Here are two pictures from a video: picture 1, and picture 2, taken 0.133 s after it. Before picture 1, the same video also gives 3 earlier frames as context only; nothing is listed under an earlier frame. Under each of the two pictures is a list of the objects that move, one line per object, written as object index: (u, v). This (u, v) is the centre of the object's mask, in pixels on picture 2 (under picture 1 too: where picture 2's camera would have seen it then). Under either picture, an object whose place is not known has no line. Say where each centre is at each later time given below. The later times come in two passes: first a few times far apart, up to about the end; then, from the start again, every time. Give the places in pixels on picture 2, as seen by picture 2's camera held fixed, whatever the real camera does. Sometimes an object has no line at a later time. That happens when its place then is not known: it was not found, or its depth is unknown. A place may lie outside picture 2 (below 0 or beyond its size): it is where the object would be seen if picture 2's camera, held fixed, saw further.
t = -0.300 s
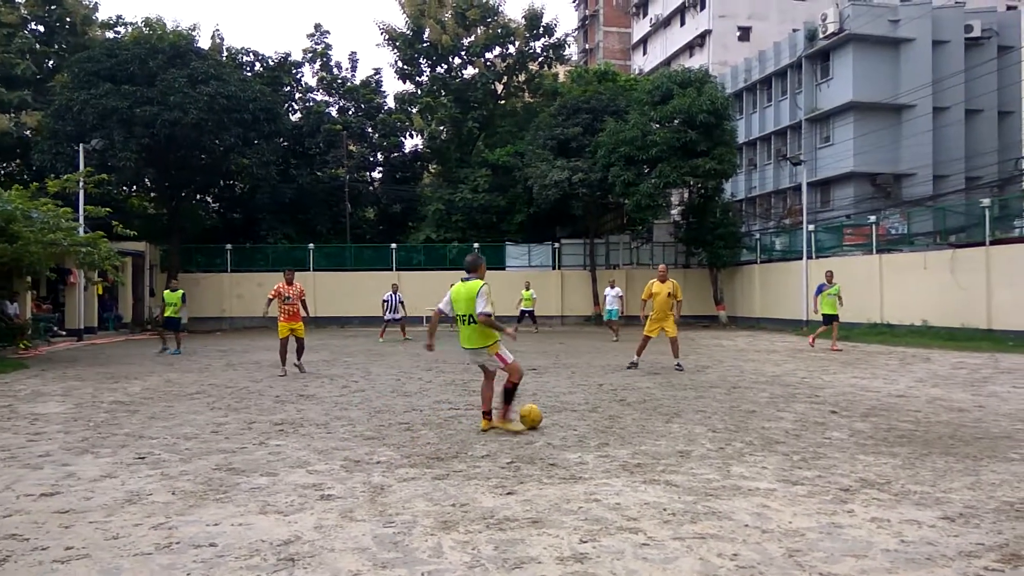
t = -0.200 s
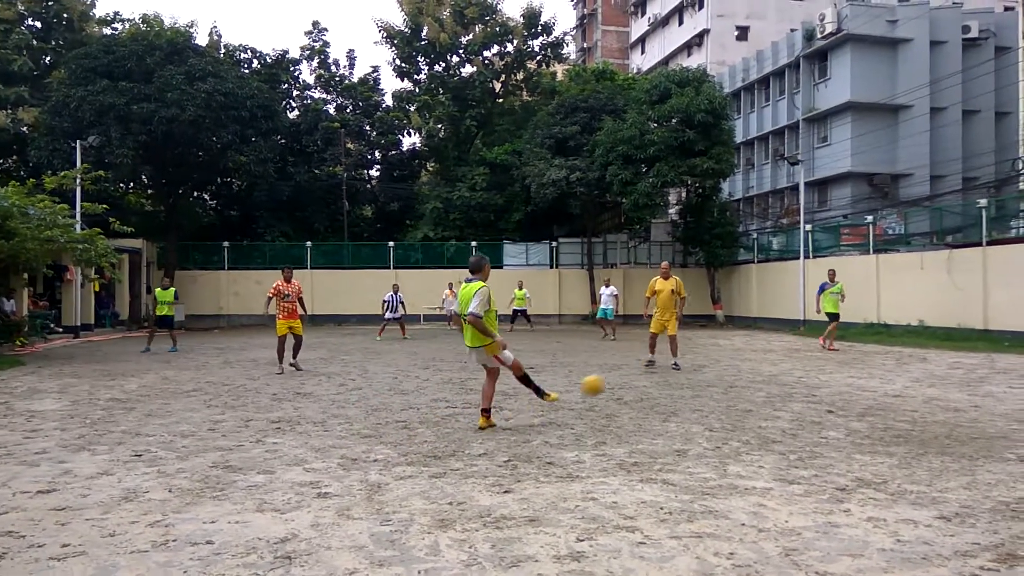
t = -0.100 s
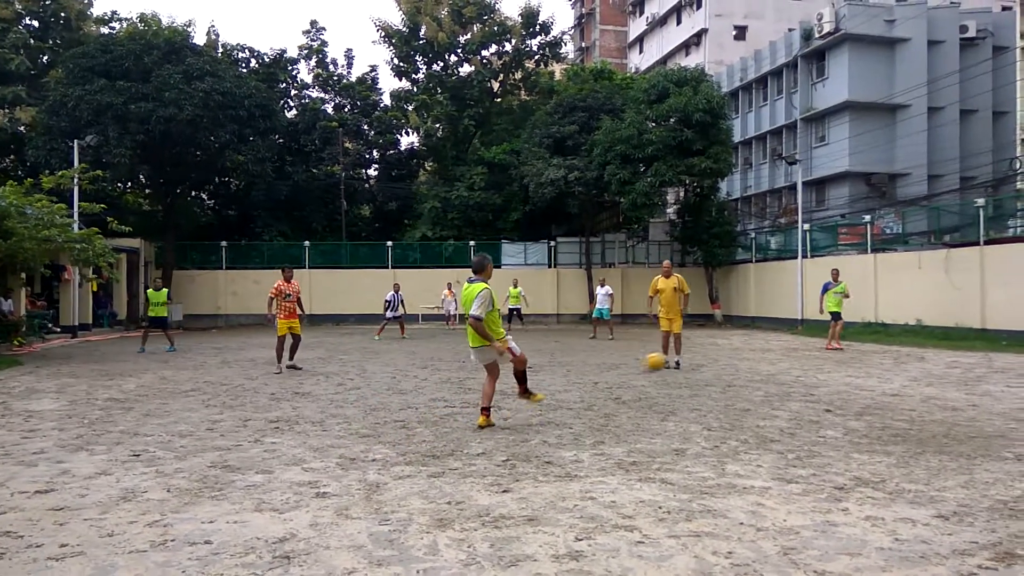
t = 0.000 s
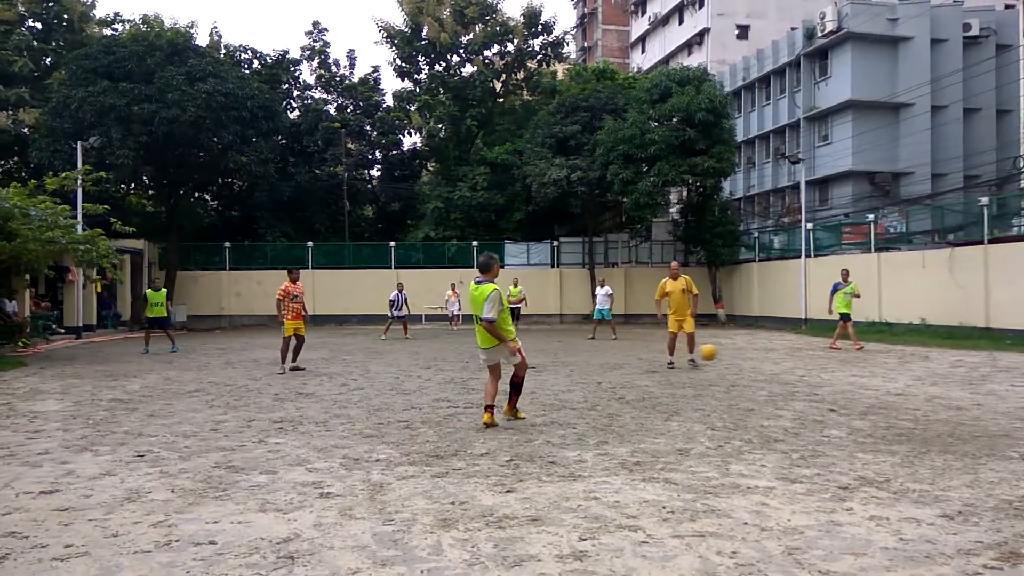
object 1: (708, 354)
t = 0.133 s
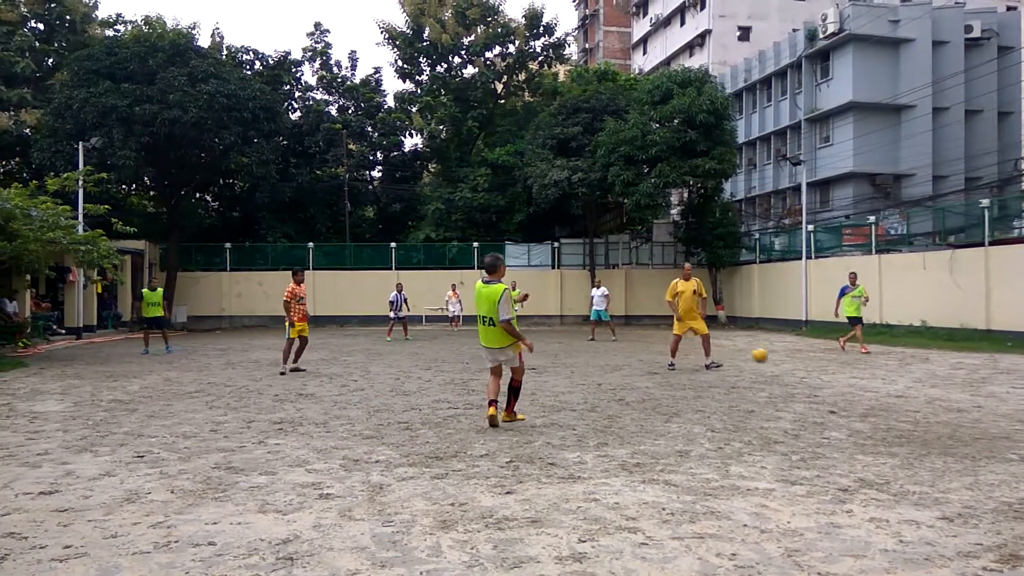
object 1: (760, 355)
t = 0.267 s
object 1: (798, 361)
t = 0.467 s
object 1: (830, 339)
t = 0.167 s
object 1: (771, 357)
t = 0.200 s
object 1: (781, 361)
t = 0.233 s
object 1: (790, 364)
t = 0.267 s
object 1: (798, 361)
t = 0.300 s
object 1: (804, 355)
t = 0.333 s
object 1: (809, 350)
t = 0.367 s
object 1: (814, 346)
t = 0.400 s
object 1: (820, 343)
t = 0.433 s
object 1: (825, 340)
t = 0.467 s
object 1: (830, 339)
